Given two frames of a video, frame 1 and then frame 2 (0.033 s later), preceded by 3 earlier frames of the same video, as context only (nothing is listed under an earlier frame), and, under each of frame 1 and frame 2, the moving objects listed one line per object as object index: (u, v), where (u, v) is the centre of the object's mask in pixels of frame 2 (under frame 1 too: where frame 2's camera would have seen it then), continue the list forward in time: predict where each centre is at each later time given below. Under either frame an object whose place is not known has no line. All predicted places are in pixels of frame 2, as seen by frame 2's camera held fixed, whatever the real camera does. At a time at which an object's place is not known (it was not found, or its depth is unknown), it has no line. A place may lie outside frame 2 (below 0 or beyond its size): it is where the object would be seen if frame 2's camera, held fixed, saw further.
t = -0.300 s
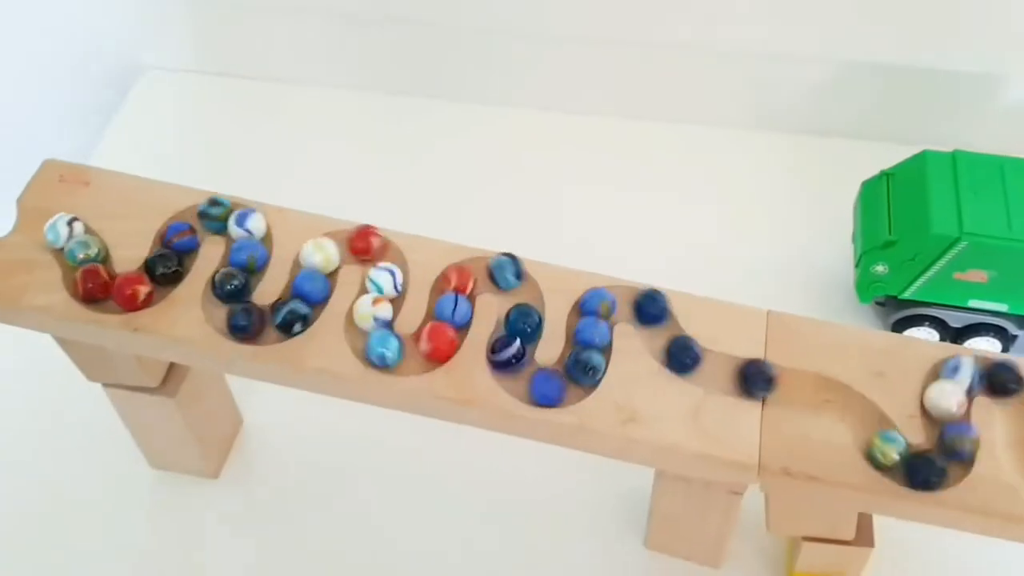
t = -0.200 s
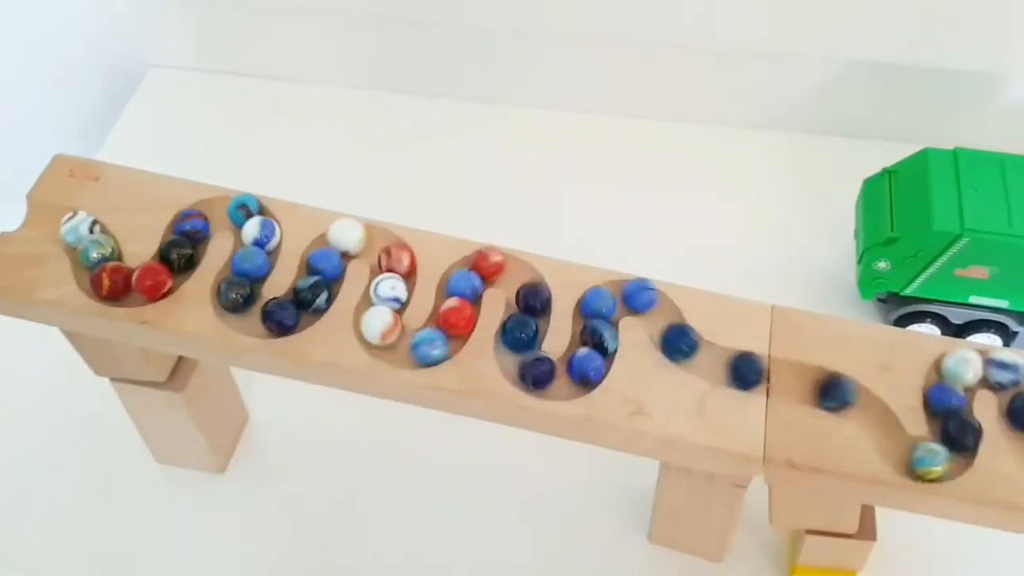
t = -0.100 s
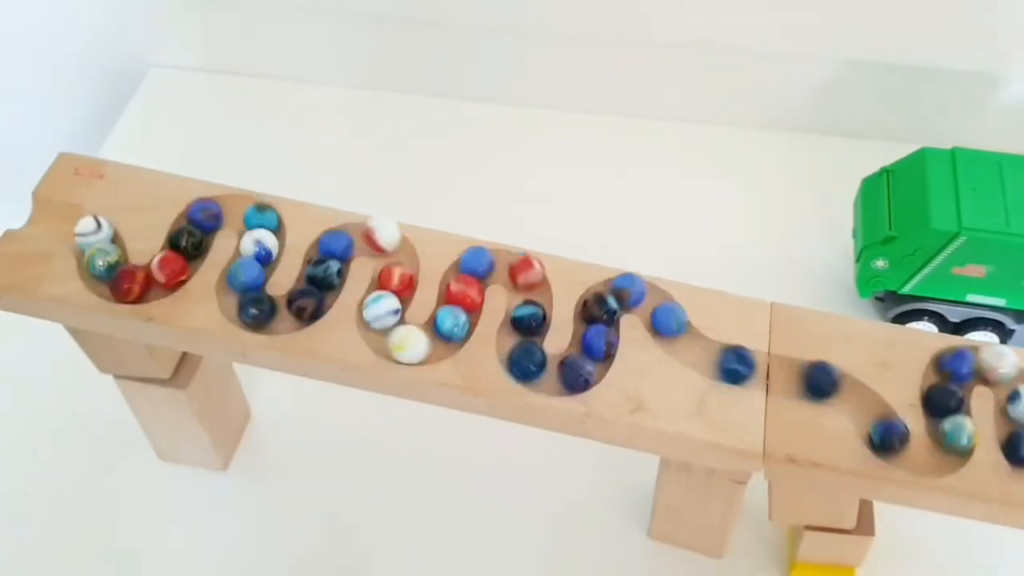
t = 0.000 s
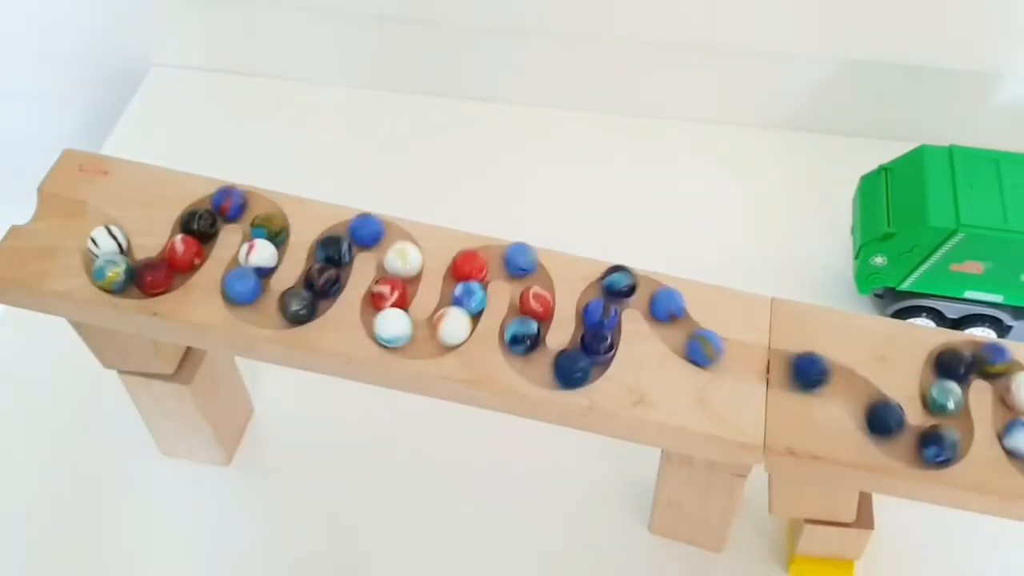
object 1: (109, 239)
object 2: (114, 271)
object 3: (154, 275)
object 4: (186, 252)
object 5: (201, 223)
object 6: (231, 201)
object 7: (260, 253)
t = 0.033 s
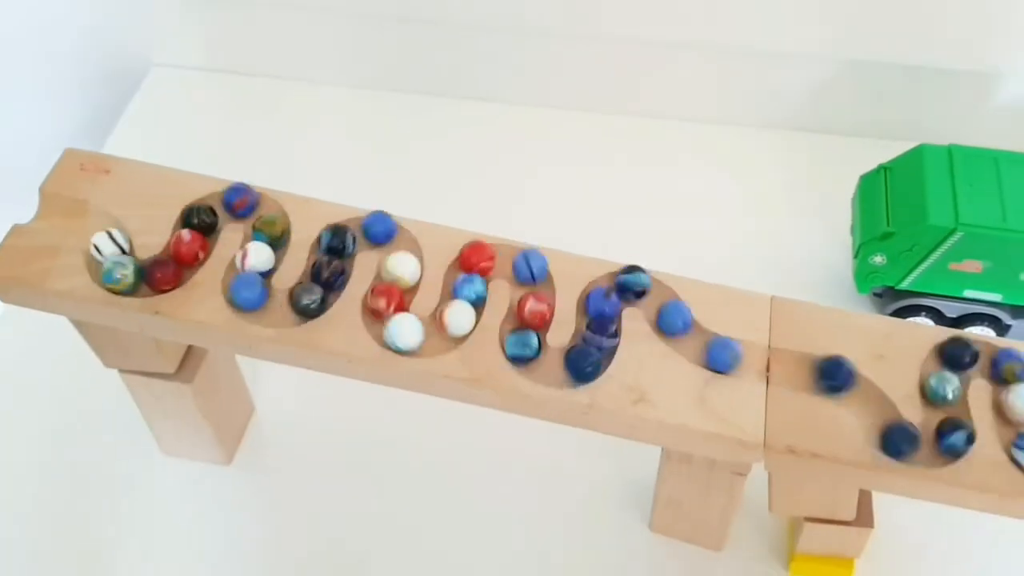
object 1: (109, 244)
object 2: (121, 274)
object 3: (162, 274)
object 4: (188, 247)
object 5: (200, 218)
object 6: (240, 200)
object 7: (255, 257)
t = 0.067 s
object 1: (108, 249)
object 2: (128, 275)
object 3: (169, 270)
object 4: (193, 242)
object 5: (200, 213)
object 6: (250, 201)
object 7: (253, 262)
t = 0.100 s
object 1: (108, 254)
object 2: (134, 277)
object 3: (173, 266)
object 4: (197, 237)
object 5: (204, 209)
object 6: (260, 206)
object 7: (250, 267)
